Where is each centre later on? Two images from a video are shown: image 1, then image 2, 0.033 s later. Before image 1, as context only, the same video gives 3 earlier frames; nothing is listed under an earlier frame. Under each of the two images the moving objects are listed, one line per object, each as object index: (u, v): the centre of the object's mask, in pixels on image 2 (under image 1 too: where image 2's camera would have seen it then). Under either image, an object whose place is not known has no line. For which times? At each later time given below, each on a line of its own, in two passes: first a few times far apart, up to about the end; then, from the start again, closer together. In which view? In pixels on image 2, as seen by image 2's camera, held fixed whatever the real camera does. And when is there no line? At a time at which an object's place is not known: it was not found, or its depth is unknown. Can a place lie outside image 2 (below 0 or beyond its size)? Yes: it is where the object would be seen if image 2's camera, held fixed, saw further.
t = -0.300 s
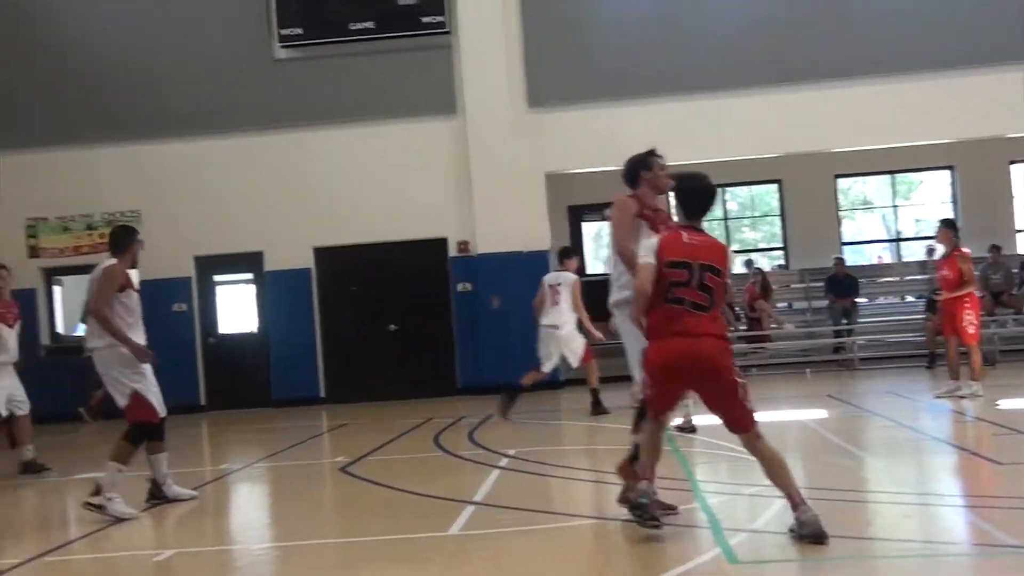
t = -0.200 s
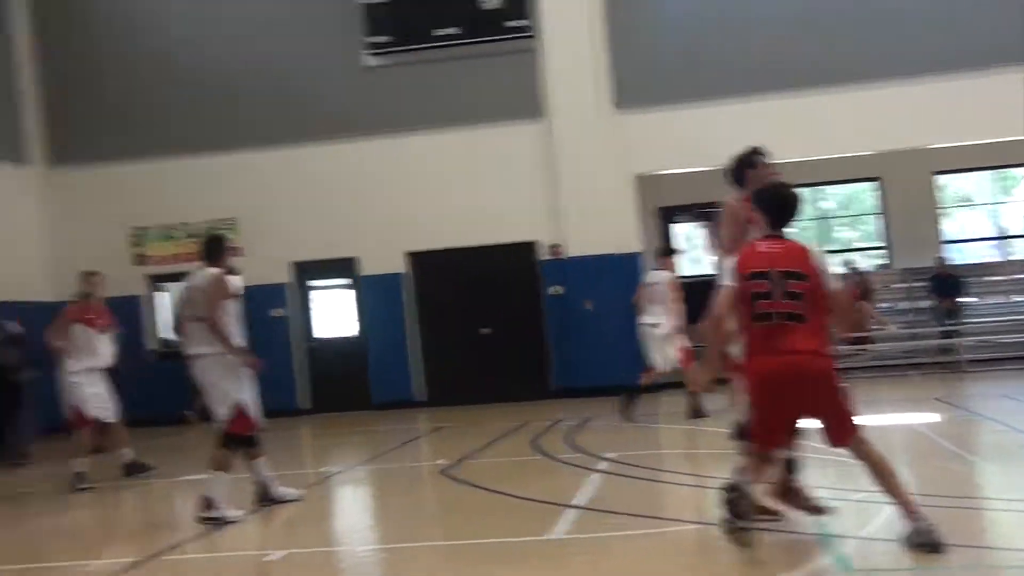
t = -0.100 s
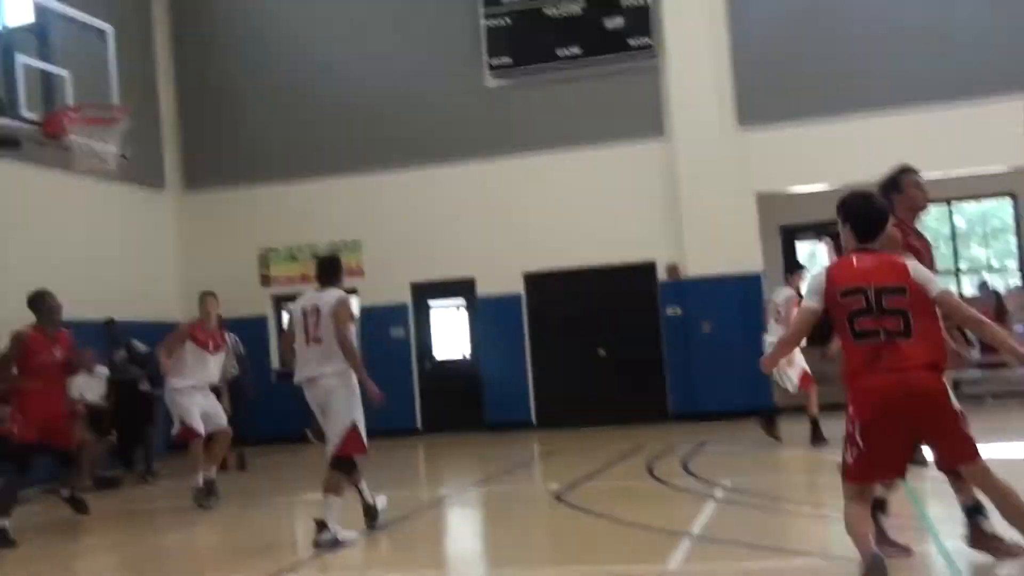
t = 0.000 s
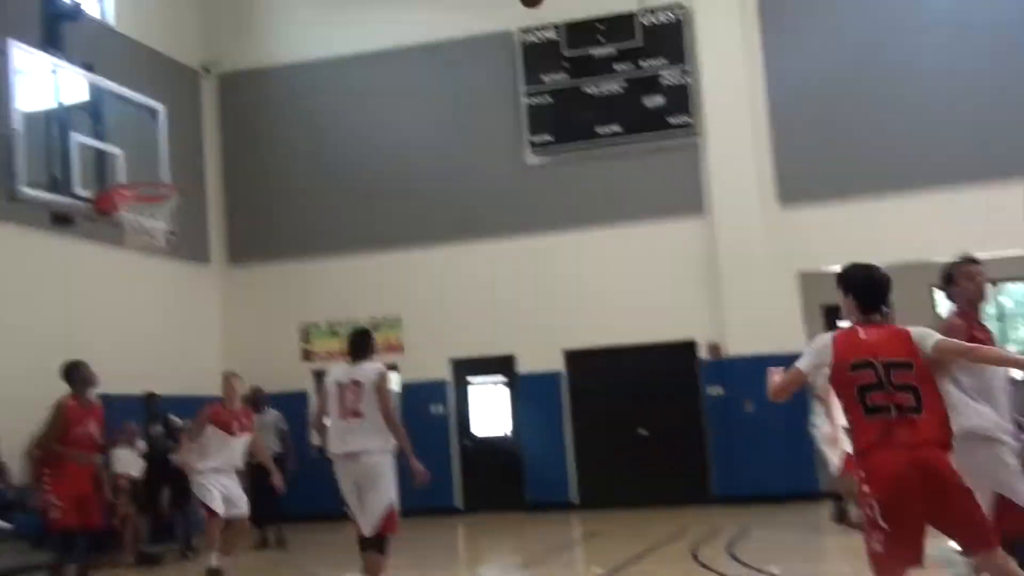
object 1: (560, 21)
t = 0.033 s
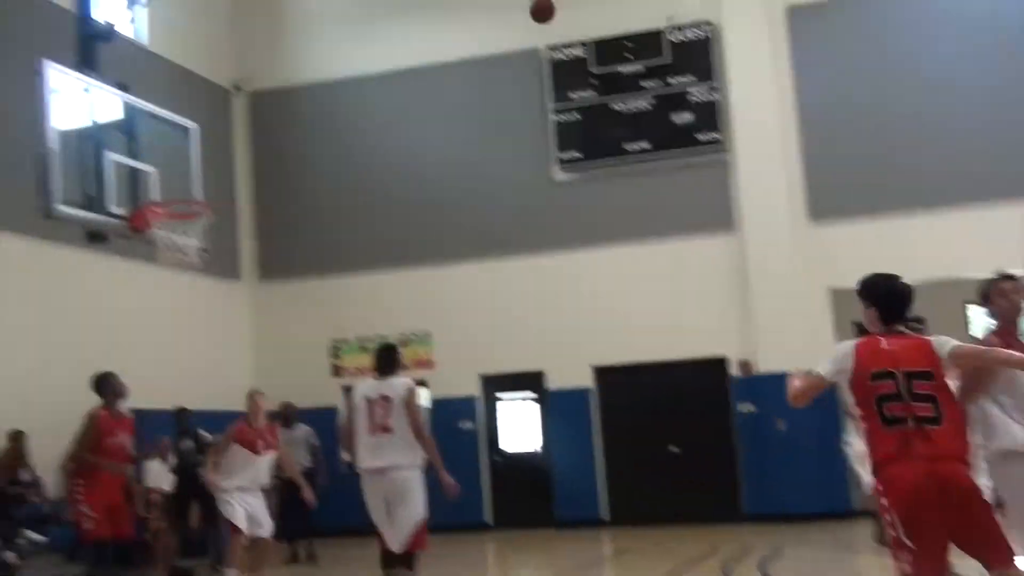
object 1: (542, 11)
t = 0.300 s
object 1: (408, 34)
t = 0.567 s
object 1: (254, 141)
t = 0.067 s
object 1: (526, 9)
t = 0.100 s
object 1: (511, 9)
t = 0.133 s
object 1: (495, 12)
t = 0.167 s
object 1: (476, 12)
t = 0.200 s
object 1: (459, 17)
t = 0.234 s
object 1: (444, 23)
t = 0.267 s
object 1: (426, 28)
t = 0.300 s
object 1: (408, 34)
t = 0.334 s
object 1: (391, 42)
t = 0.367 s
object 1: (372, 52)
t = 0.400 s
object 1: (353, 63)
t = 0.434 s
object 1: (335, 76)
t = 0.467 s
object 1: (316, 89)
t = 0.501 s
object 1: (295, 105)
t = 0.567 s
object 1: (254, 141)
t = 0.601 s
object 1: (236, 164)
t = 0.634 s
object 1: (214, 186)
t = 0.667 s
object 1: (192, 208)
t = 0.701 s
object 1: (171, 233)
